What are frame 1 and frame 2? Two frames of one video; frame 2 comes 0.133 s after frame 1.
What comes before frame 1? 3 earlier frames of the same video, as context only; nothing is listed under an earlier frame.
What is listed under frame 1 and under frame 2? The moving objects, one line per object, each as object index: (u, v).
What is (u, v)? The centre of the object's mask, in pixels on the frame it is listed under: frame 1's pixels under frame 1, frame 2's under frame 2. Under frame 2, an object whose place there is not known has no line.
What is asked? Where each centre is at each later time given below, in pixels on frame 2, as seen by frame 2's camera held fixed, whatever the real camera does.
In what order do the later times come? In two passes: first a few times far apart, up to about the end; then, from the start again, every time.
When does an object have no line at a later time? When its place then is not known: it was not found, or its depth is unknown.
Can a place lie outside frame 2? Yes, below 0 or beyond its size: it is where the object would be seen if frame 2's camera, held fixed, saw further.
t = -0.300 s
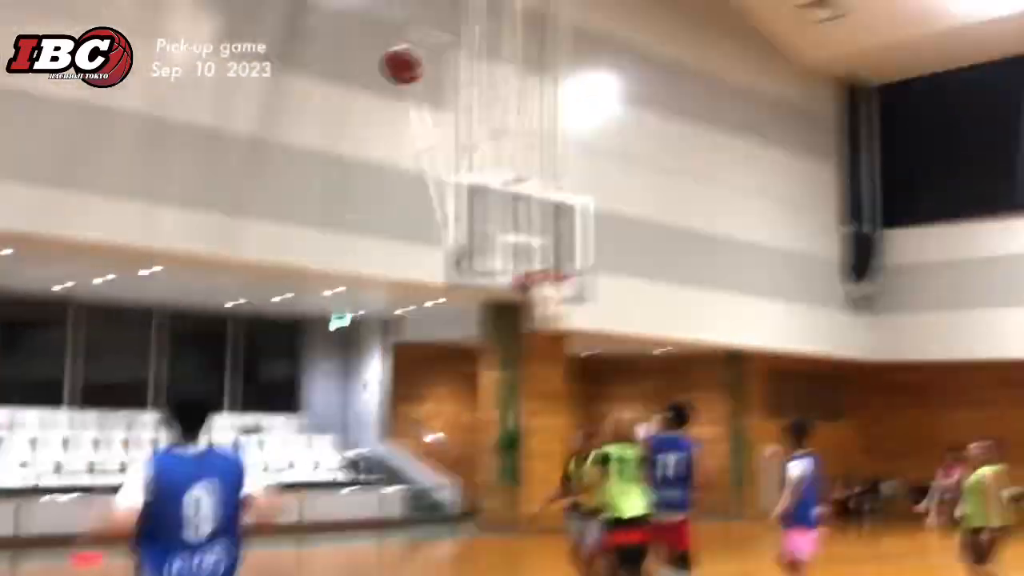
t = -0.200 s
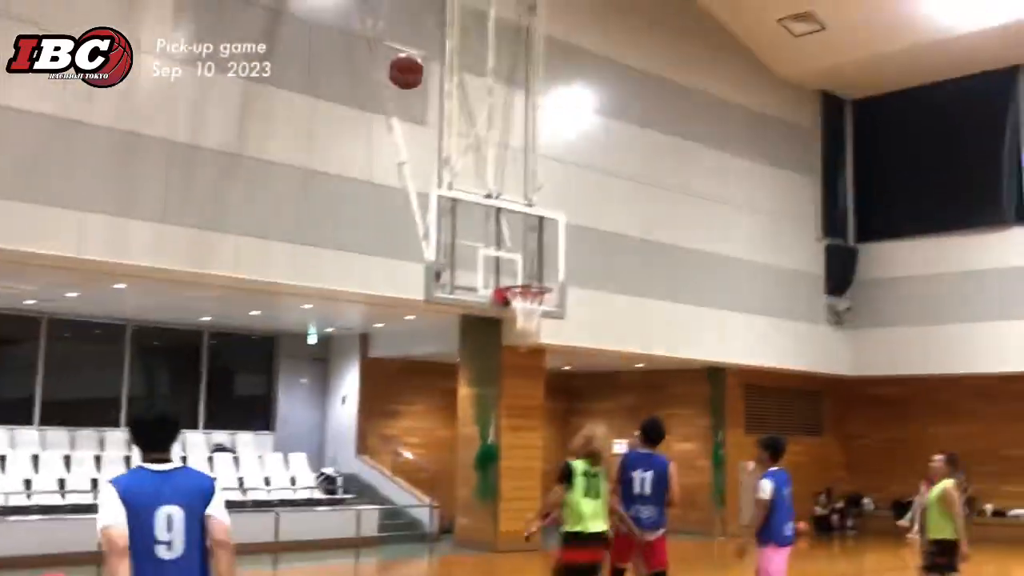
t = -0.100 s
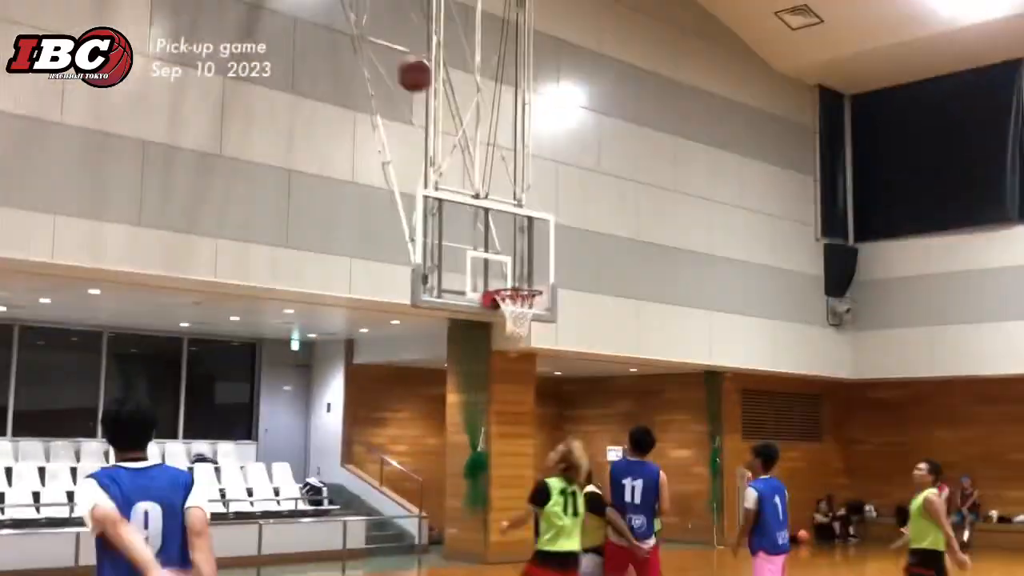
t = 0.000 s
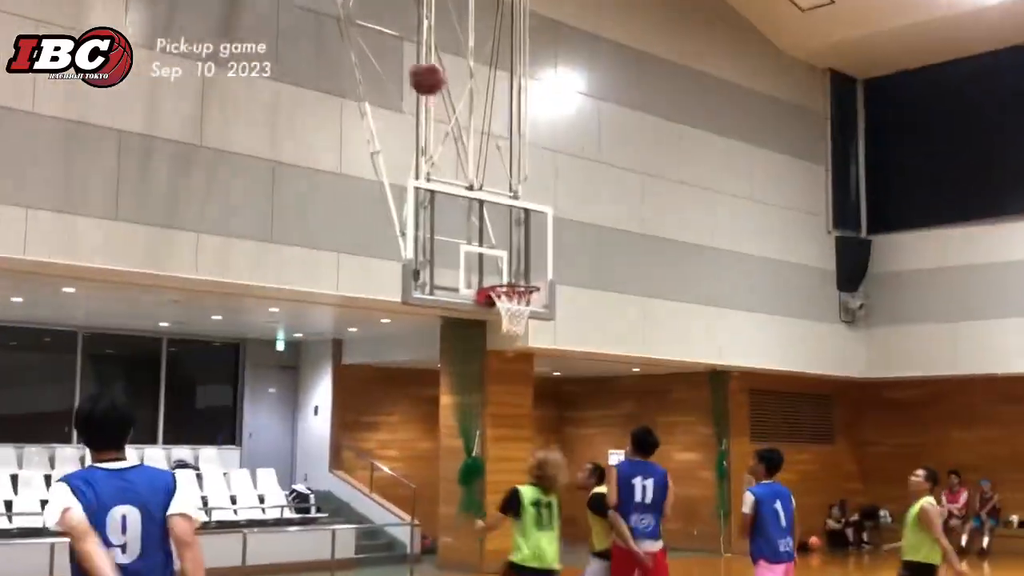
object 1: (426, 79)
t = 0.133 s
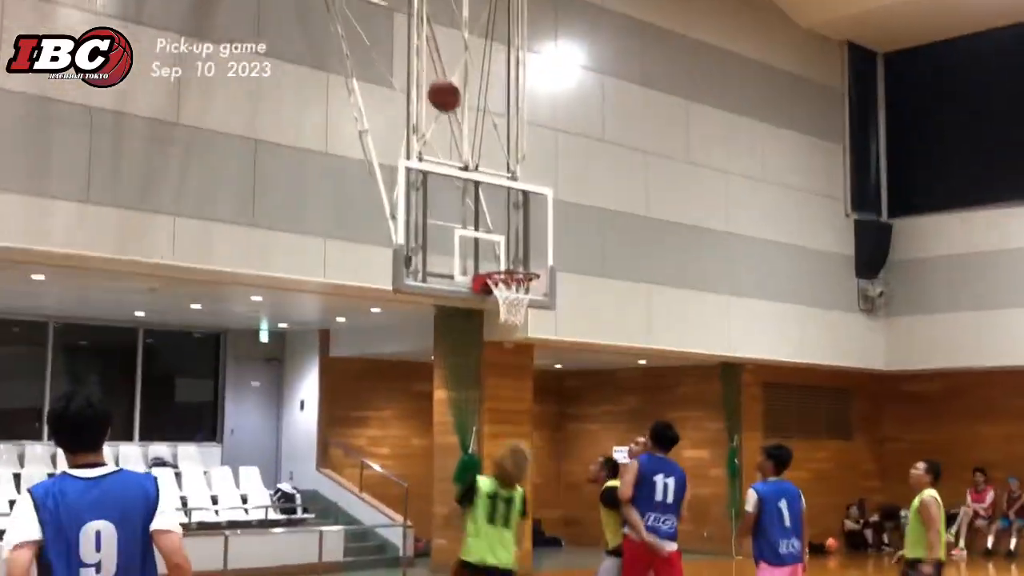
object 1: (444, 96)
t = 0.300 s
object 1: (474, 172)
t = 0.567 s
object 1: (527, 297)
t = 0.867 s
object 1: (510, 356)
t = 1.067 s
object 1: (493, 461)
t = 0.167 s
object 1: (451, 109)
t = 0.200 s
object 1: (457, 124)
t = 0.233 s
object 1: (463, 139)
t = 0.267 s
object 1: (468, 155)
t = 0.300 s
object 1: (474, 172)
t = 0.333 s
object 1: (479, 190)
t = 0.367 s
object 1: (484, 207)
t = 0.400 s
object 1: (489, 226)
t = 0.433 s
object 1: (492, 247)
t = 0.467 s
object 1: (497, 265)
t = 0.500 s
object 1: (510, 281)
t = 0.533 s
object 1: (525, 290)
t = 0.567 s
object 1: (527, 297)
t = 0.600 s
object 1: (530, 303)
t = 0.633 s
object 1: (528, 307)
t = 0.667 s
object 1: (525, 309)
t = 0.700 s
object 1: (523, 314)
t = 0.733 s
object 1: (521, 320)
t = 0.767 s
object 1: (519, 327)
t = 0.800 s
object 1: (516, 334)
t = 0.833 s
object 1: (514, 344)
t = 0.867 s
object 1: (510, 356)
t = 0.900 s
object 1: (507, 368)
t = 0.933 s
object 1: (504, 382)
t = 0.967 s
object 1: (501, 399)
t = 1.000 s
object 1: (498, 416)
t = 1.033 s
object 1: (495, 437)
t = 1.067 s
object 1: (493, 461)
